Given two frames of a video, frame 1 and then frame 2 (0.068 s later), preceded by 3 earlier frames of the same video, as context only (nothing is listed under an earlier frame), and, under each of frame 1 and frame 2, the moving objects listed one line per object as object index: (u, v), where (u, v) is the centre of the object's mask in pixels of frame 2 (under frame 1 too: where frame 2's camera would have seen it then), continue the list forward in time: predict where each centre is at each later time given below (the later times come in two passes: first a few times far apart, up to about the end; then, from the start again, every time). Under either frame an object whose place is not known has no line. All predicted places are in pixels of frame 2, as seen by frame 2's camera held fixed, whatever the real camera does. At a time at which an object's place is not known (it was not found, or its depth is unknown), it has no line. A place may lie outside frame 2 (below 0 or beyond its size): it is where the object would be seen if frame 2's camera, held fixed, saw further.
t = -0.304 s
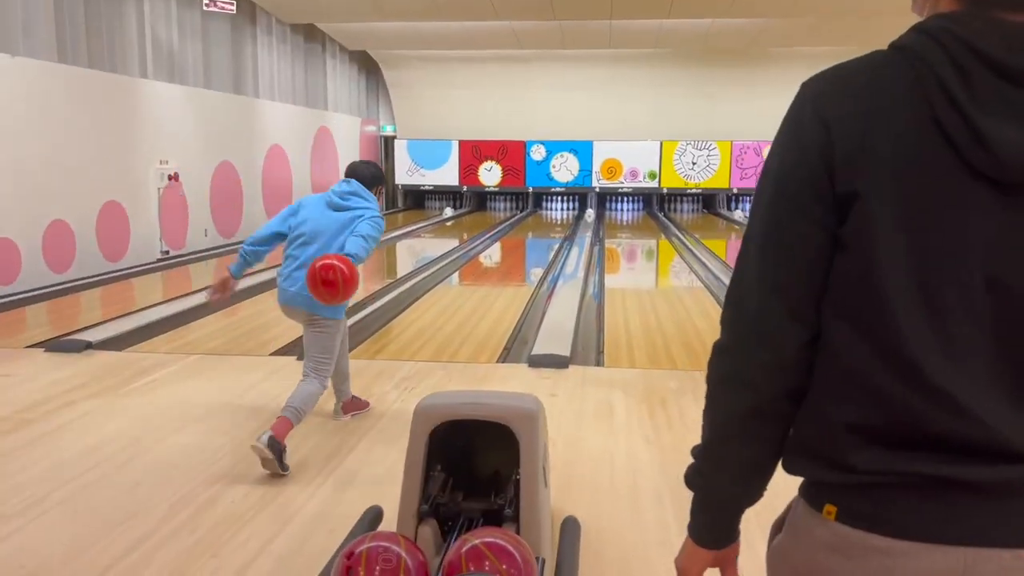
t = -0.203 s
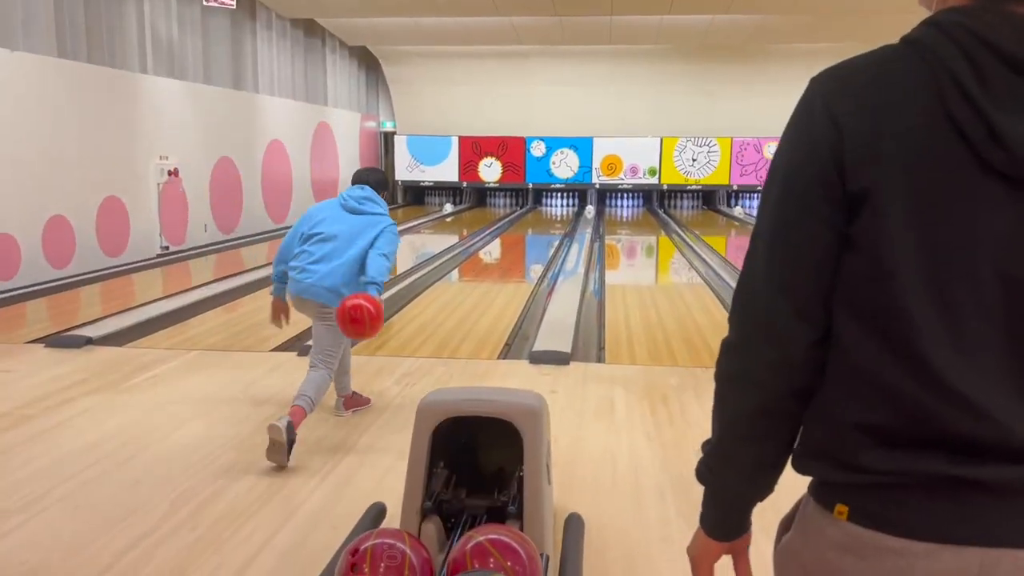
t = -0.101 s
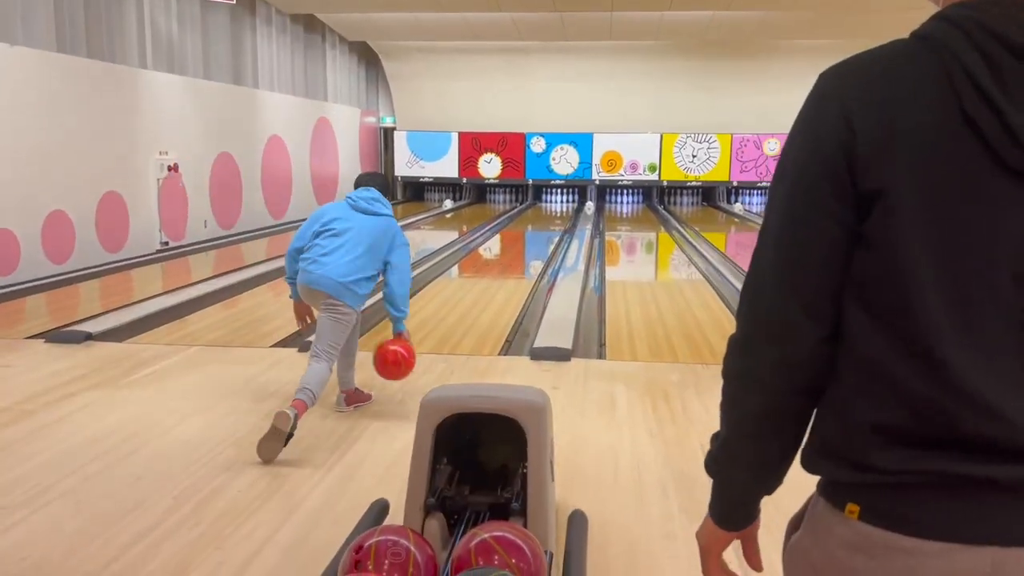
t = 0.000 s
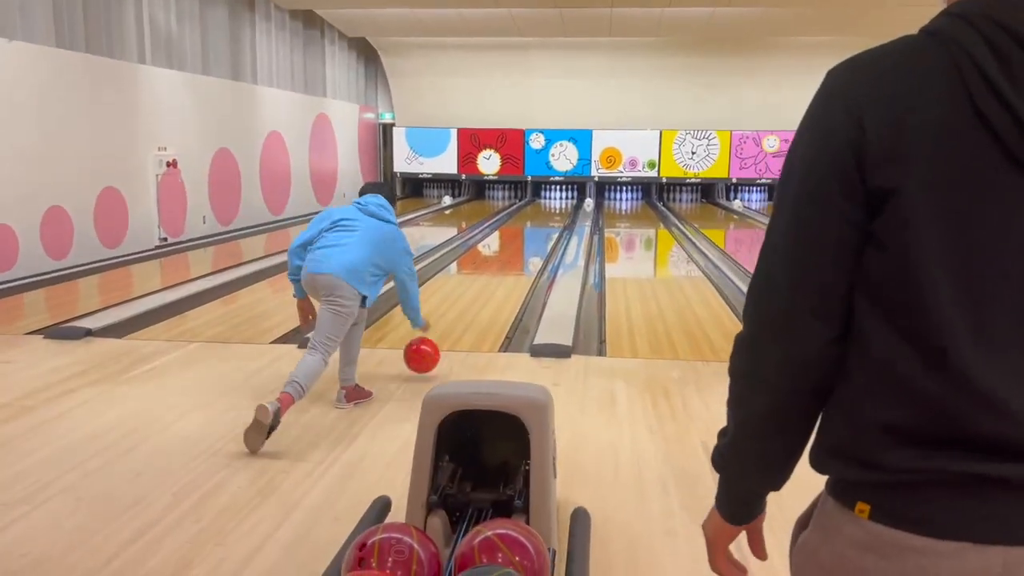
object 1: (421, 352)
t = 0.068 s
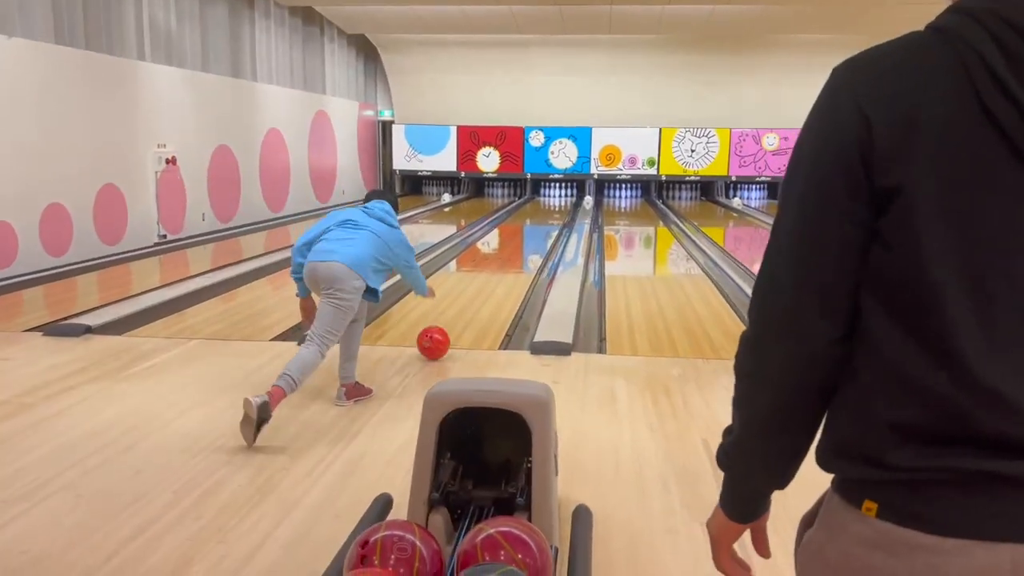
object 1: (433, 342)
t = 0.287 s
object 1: (459, 300)
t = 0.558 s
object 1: (479, 268)
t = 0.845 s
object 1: (492, 246)
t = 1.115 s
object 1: (501, 233)
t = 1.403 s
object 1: (507, 222)
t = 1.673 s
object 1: (512, 213)
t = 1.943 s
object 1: (516, 207)
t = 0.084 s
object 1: (436, 338)
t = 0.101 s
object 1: (438, 334)
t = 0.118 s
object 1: (441, 331)
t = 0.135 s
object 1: (443, 327)
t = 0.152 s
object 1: (445, 324)
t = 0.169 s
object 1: (447, 321)
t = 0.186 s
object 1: (449, 317)
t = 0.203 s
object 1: (451, 314)
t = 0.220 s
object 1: (453, 311)
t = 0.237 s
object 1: (454, 308)
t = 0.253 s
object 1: (456, 306)
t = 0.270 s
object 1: (458, 303)
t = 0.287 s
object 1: (459, 300)
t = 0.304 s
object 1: (461, 298)
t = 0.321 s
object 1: (462, 296)
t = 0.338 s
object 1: (464, 293)
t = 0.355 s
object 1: (465, 291)
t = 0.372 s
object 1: (466, 288)
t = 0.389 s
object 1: (468, 286)
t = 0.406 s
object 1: (469, 284)
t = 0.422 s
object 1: (470, 282)
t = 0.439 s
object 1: (471, 280)
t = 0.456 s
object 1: (473, 278)
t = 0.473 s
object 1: (474, 276)
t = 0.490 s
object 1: (475, 275)
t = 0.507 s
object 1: (476, 273)
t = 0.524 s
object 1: (477, 271)
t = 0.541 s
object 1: (478, 270)
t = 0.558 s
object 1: (479, 268)
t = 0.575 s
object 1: (479, 267)
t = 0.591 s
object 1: (480, 265)
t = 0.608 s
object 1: (482, 263)
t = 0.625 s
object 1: (482, 262)
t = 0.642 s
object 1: (483, 260)
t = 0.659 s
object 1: (484, 259)
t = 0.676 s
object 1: (484, 258)
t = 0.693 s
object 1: (485, 257)
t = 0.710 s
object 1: (486, 256)
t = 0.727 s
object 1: (487, 254)
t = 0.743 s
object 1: (488, 253)
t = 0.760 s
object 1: (489, 251)
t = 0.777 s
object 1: (489, 250)
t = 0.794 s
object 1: (490, 249)
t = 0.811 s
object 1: (491, 248)
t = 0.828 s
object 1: (491, 247)
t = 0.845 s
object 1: (492, 246)
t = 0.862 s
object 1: (493, 245)
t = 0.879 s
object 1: (493, 244)
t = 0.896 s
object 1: (494, 243)
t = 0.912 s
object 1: (495, 242)
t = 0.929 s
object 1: (495, 241)
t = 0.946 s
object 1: (495, 240)
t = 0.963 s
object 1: (496, 240)
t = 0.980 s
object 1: (496, 239)
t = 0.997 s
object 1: (497, 238)
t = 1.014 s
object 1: (497, 238)
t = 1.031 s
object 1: (498, 236)
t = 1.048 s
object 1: (498, 235)
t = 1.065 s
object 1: (499, 235)
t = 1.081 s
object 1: (499, 234)
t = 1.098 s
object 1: (500, 234)
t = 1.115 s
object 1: (501, 233)
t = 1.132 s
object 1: (501, 232)
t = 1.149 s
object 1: (501, 231)
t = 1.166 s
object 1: (502, 230)
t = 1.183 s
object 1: (502, 230)
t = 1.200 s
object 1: (502, 230)
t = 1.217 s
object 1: (503, 229)
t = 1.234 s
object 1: (504, 228)
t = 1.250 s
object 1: (504, 227)
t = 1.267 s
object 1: (504, 227)
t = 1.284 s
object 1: (505, 226)
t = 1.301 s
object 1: (505, 226)
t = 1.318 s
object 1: (505, 225)
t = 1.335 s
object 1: (506, 224)
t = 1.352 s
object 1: (506, 224)
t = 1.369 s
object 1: (507, 223)
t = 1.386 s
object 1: (507, 223)
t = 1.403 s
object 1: (507, 222)
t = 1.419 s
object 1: (508, 221)
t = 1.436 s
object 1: (508, 220)
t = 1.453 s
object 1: (509, 220)
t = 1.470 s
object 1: (509, 220)
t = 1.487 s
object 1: (509, 219)
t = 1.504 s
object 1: (510, 219)
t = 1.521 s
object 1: (510, 218)
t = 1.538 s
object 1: (510, 217)
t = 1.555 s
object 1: (511, 217)
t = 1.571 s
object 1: (511, 216)
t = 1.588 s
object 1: (511, 216)
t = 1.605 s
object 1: (511, 215)
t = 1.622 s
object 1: (512, 214)
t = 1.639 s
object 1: (512, 214)
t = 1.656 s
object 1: (512, 213)
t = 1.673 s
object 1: (512, 213)
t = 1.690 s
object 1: (513, 213)
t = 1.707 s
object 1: (513, 212)
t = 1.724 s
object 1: (513, 212)
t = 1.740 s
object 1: (514, 211)
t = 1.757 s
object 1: (514, 211)
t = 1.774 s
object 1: (514, 211)
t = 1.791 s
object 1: (514, 211)
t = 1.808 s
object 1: (514, 210)
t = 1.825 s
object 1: (514, 209)
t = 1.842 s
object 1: (515, 209)
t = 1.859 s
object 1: (515, 208)
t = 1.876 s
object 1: (515, 208)
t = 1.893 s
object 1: (515, 208)
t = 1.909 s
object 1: (516, 207)
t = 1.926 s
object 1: (516, 207)
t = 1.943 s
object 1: (516, 207)
